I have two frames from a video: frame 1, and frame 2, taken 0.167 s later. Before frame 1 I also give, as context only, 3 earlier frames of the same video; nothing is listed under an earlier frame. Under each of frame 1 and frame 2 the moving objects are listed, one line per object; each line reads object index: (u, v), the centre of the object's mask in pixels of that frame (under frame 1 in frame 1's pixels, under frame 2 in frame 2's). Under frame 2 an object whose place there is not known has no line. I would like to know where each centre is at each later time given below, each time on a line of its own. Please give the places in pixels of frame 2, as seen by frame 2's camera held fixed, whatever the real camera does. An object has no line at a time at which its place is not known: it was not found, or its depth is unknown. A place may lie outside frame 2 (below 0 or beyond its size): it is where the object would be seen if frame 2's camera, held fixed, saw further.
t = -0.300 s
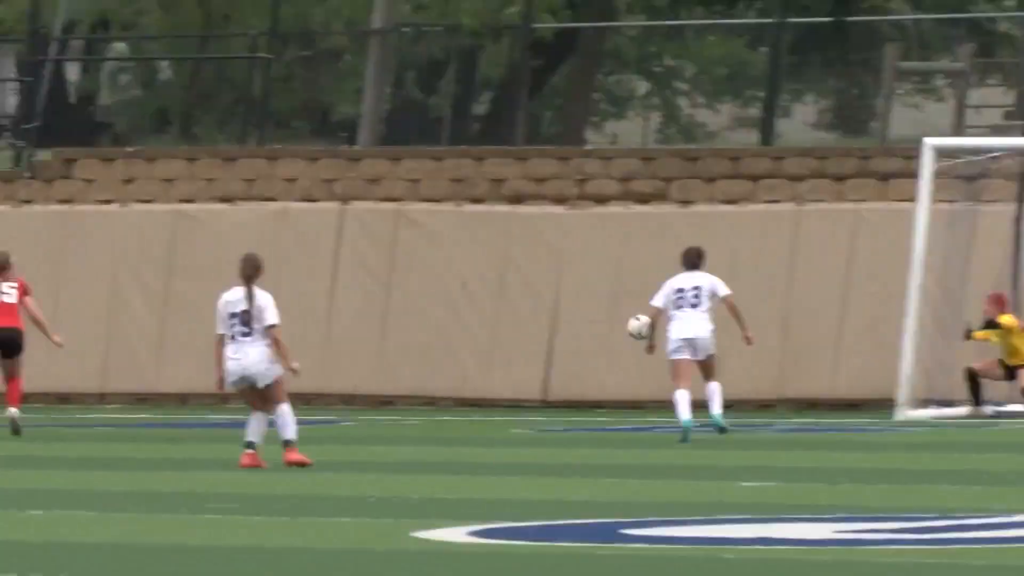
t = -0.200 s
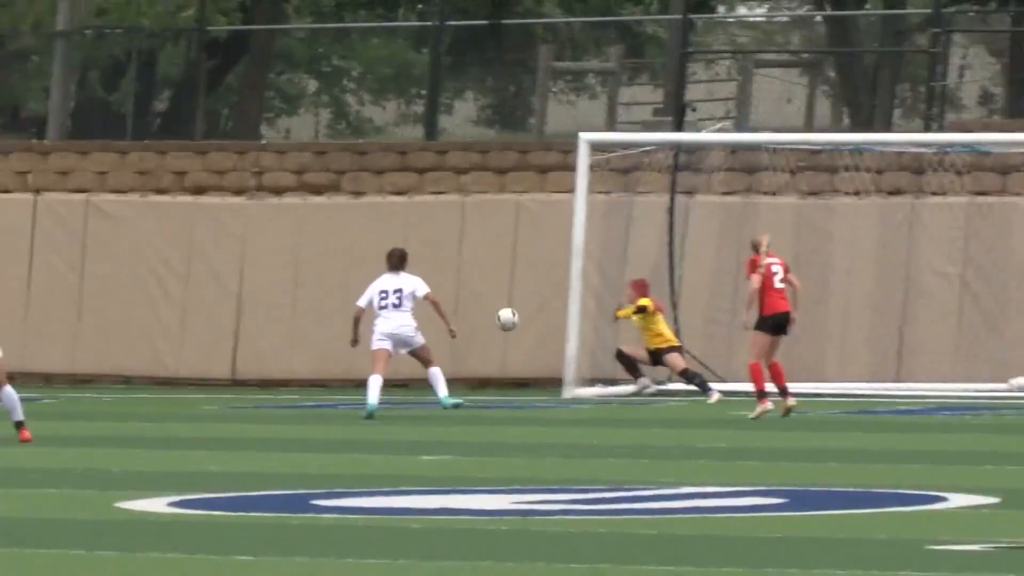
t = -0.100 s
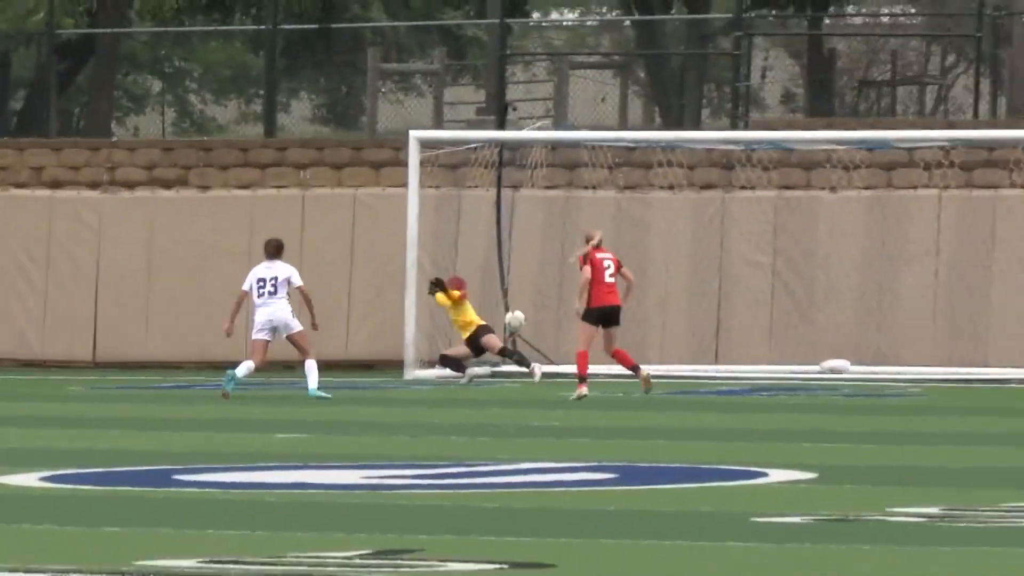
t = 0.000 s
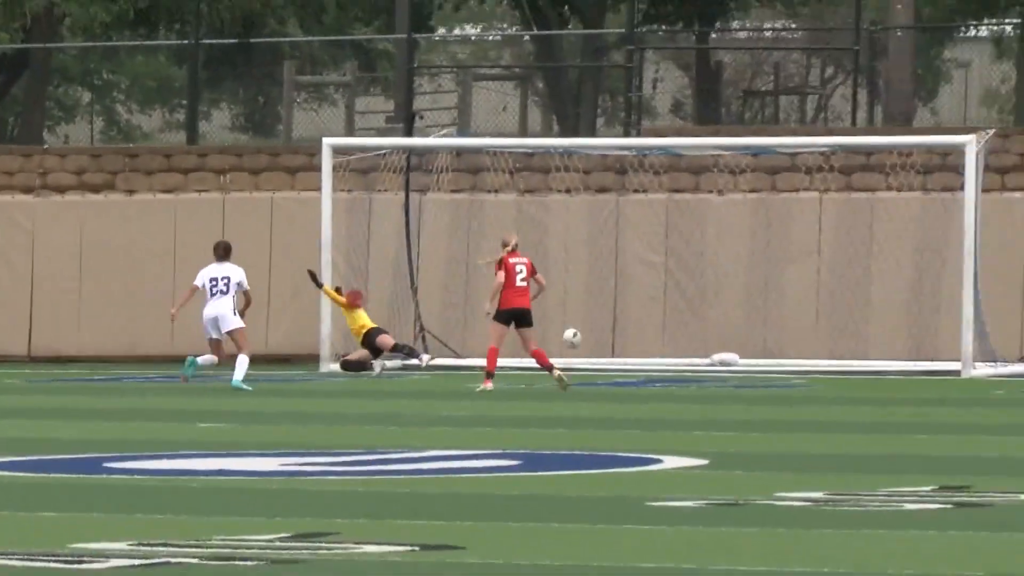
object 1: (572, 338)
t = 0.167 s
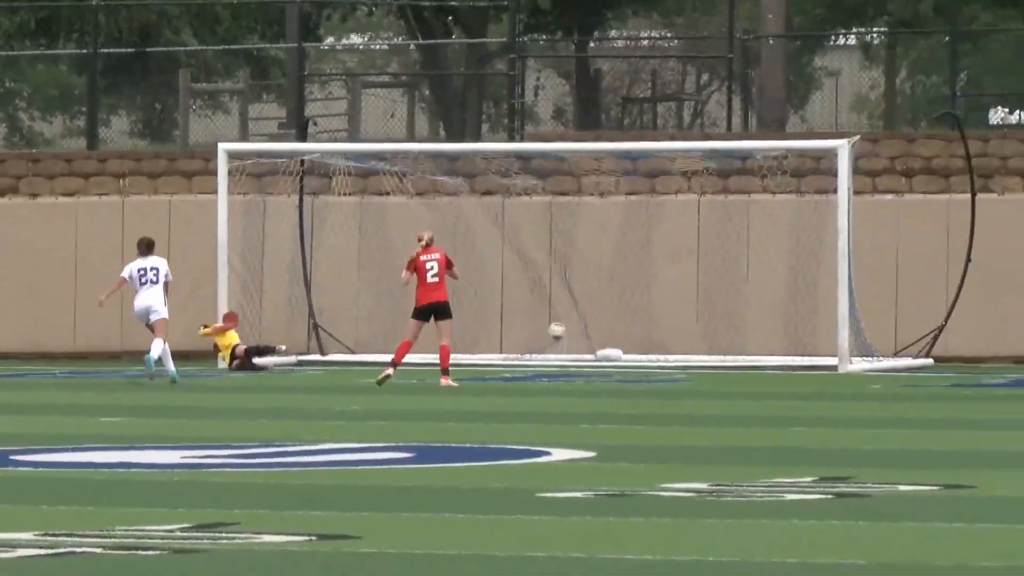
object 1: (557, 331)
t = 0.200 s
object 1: (562, 326)
